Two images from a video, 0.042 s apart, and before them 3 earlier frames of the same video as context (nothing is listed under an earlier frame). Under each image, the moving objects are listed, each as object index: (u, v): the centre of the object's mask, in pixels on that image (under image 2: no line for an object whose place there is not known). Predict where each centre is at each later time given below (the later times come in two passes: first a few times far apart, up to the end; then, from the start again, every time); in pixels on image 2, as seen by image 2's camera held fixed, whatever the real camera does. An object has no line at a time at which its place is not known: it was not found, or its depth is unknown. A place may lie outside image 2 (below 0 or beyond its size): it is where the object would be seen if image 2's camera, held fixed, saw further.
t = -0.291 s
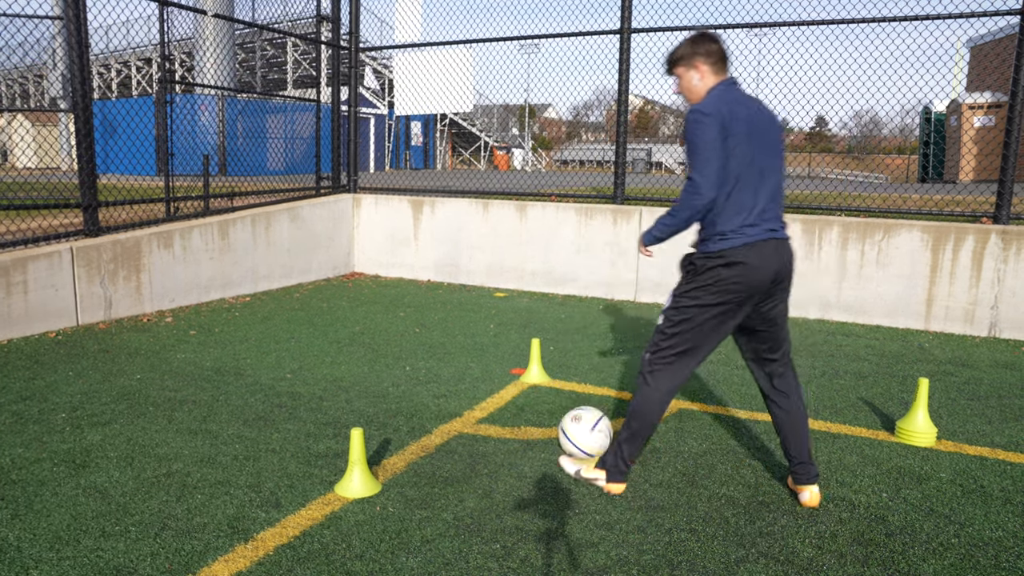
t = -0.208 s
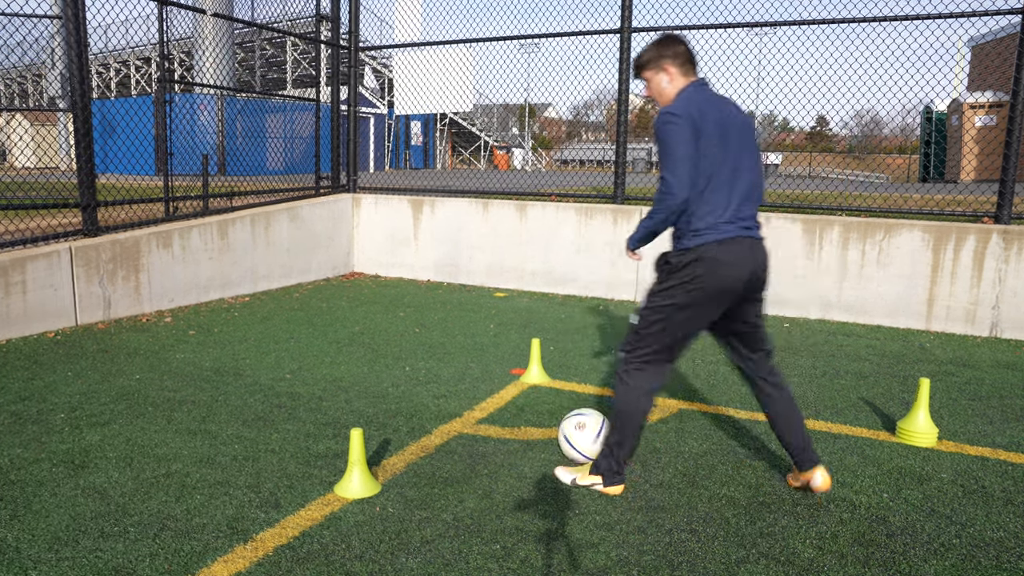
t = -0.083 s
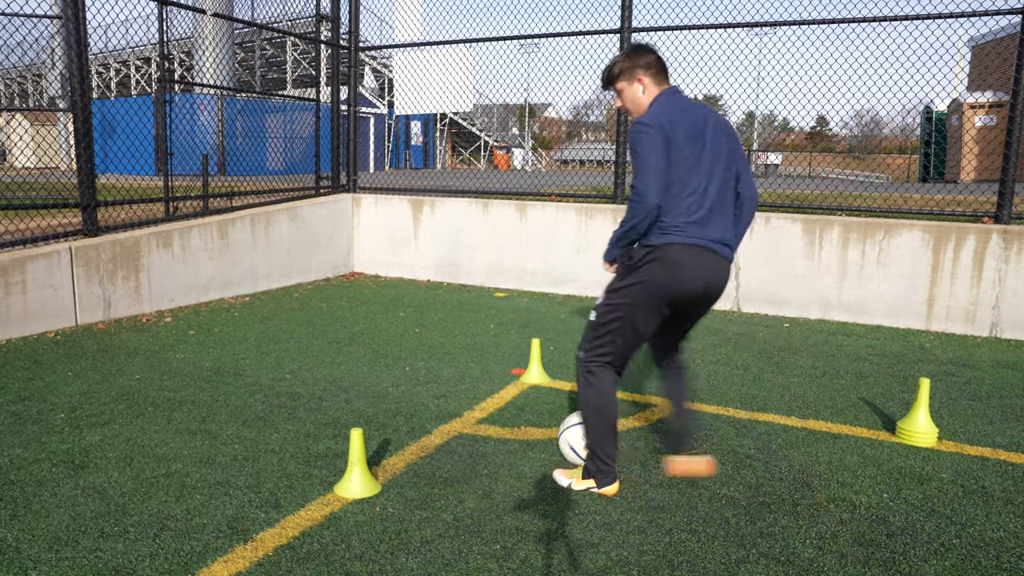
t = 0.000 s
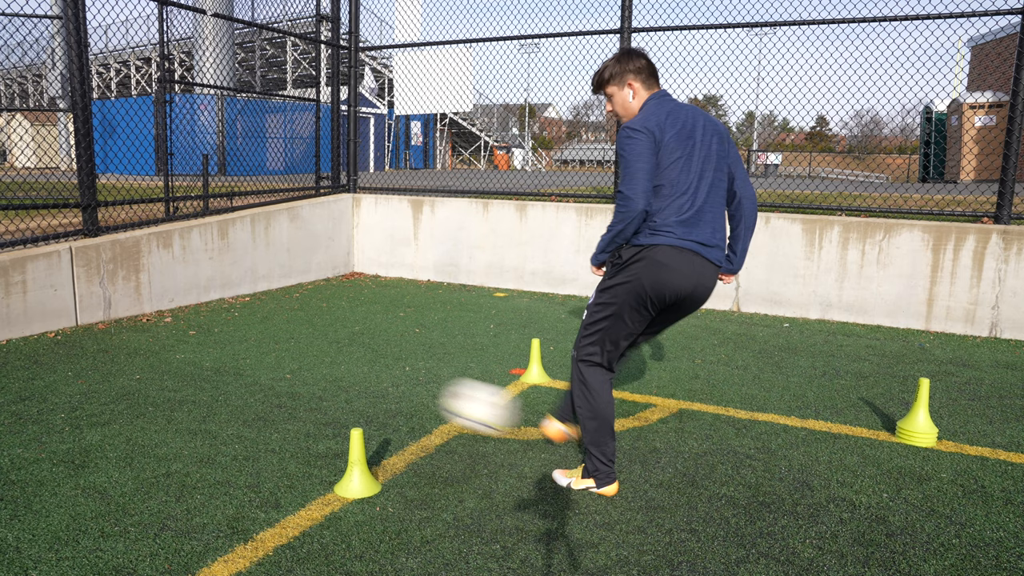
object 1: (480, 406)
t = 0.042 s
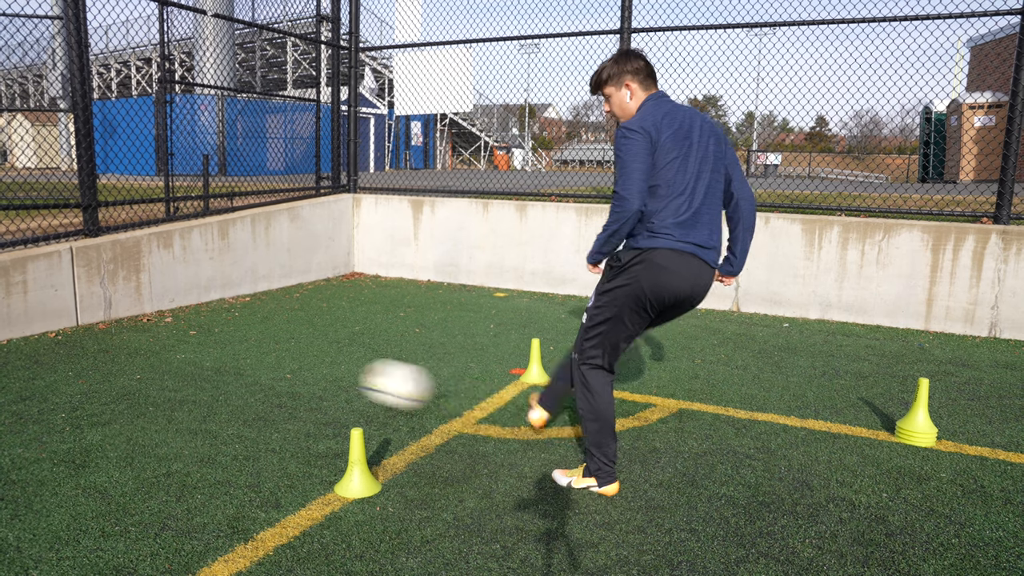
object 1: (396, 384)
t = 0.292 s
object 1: (98, 315)
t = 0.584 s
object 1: (304, 346)
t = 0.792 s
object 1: (500, 371)
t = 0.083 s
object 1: (326, 368)
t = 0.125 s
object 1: (264, 357)
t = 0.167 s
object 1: (213, 350)
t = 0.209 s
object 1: (169, 338)
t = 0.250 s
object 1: (132, 325)
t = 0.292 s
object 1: (98, 315)
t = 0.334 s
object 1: (80, 309)
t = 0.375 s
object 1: (112, 309)
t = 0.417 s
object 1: (148, 313)
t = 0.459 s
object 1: (185, 319)
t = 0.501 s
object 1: (224, 327)
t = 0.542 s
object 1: (265, 339)
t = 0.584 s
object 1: (304, 346)
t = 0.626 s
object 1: (340, 345)
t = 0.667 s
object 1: (378, 347)
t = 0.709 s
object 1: (418, 352)
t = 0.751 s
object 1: (459, 361)
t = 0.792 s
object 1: (500, 371)
